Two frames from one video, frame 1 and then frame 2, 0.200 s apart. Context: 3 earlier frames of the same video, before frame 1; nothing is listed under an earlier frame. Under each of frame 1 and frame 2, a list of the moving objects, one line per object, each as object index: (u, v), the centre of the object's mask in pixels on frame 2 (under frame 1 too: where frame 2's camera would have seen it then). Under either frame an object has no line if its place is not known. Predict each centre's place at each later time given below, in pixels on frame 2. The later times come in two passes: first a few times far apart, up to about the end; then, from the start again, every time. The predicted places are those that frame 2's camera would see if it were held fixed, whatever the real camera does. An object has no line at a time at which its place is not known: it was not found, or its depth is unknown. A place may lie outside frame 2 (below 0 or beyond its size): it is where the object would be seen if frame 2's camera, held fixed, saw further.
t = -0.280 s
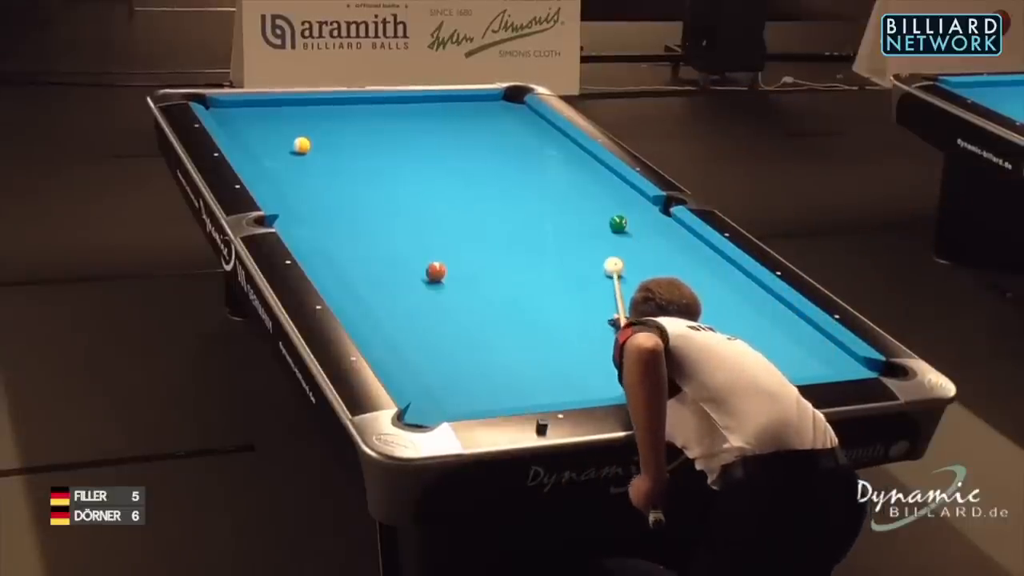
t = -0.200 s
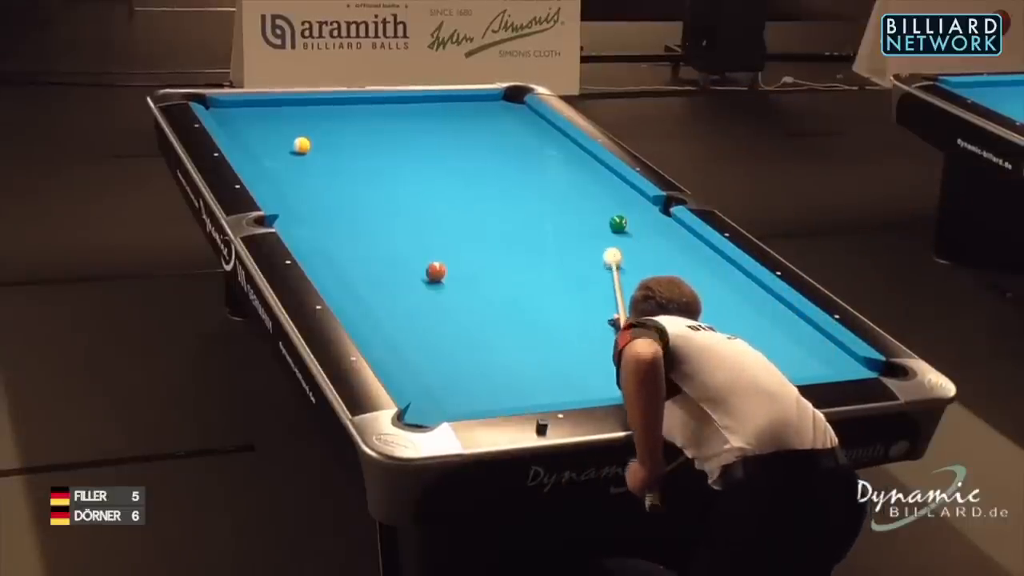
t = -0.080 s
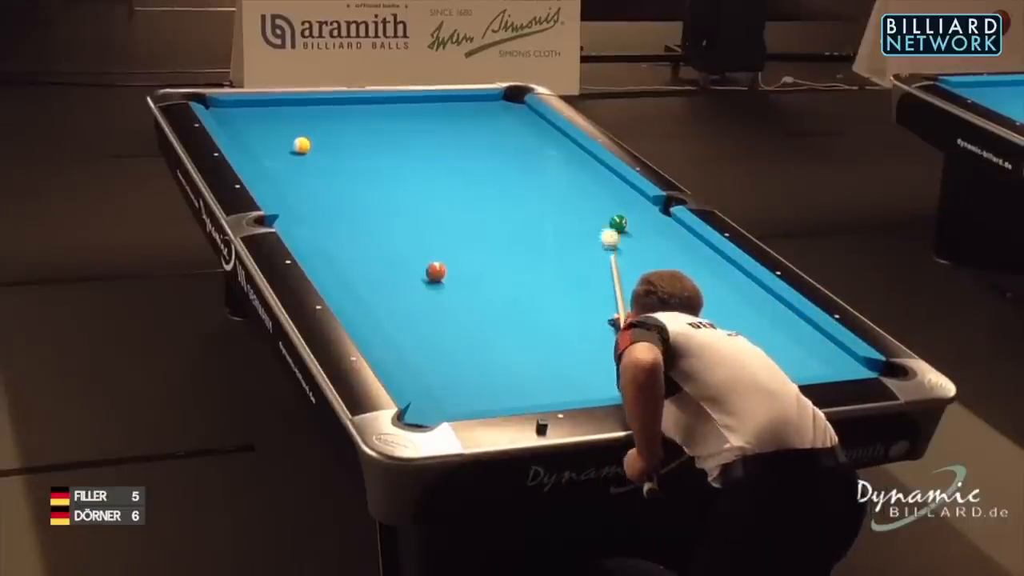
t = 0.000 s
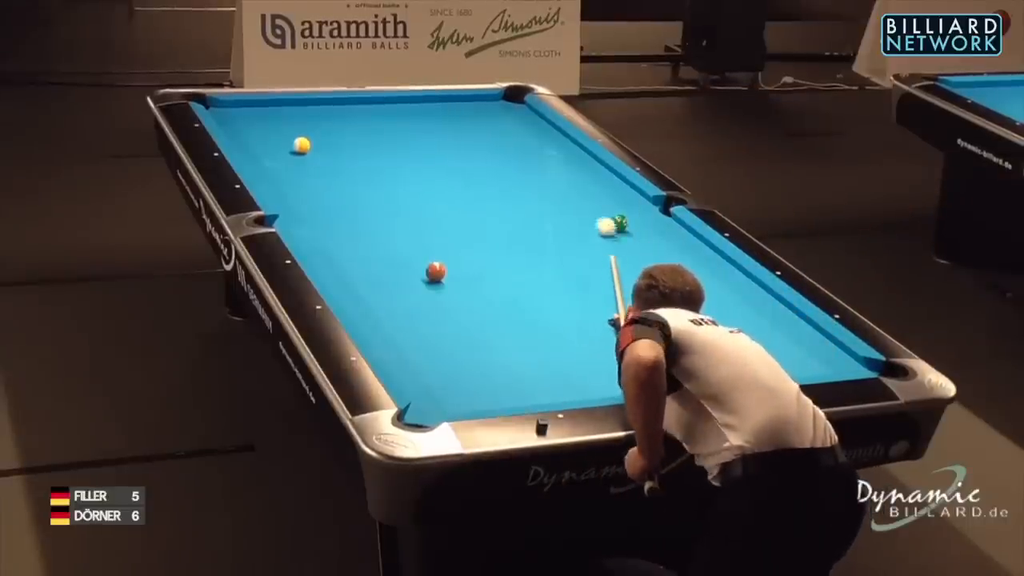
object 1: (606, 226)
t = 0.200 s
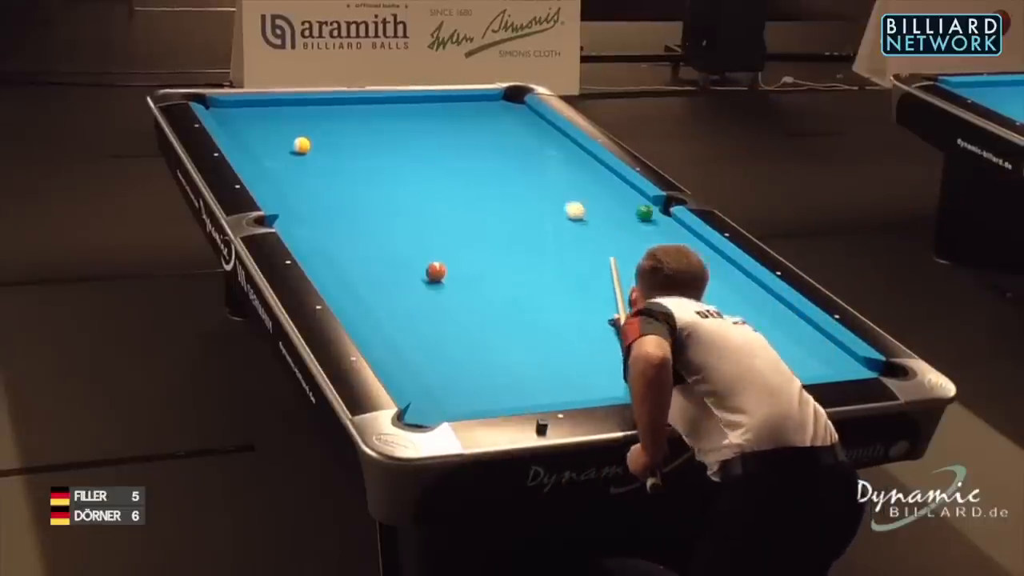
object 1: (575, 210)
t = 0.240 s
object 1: (569, 207)
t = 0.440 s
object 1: (542, 191)
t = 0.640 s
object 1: (517, 176)
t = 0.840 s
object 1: (493, 162)
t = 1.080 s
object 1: (467, 146)
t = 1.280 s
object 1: (447, 134)
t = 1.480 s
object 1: (428, 122)
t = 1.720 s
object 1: (406, 109)
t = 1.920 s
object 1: (390, 100)
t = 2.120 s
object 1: (393, 106)
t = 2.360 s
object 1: (396, 114)
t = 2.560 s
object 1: (398, 120)
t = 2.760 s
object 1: (401, 126)
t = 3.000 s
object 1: (404, 134)
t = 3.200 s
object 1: (407, 139)
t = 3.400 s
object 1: (409, 145)
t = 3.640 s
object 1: (411, 151)
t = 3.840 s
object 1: (413, 156)
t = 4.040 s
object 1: (415, 161)
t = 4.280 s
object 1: (417, 167)
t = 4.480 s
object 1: (418, 170)
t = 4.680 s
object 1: (420, 174)
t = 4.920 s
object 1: (421, 179)
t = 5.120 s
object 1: (422, 182)
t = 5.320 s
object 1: (424, 185)
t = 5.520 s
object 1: (425, 188)
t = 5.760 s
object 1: (426, 190)
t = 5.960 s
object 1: (427, 192)
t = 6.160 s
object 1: (428, 194)
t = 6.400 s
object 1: (428, 195)
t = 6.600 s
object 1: (429, 196)
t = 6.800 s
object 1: (430, 197)
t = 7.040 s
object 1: (430, 197)
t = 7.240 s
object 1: (430, 197)
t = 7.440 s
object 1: (430, 197)
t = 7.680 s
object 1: (430, 197)
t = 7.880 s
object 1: (430, 197)
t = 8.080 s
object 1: (430, 197)
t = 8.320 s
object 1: (430, 197)
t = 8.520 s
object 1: (430, 197)
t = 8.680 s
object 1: (430, 197)
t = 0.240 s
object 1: (569, 207)
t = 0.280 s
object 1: (564, 204)
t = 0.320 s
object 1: (558, 200)
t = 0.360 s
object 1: (552, 197)
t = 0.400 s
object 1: (547, 194)
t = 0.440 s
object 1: (542, 191)
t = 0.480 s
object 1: (537, 188)
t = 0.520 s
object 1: (532, 185)
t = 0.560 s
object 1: (526, 181)
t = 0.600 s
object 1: (522, 179)
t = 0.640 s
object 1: (517, 176)
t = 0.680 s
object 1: (512, 173)
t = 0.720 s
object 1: (507, 170)
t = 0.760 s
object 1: (503, 167)
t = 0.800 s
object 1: (498, 164)
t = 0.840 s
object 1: (493, 162)
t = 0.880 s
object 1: (489, 159)
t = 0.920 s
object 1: (484, 156)
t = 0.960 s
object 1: (480, 154)
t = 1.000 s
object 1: (476, 151)
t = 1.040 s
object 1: (471, 148)
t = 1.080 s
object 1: (467, 146)
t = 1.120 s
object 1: (463, 143)
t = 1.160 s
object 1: (459, 141)
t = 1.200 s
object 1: (455, 139)
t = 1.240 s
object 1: (451, 136)
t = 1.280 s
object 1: (447, 134)
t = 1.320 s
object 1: (443, 132)
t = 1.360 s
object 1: (439, 129)
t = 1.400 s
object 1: (435, 127)
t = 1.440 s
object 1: (431, 124)
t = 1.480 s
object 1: (428, 122)
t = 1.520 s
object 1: (424, 120)
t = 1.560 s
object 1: (420, 118)
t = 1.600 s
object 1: (416, 116)
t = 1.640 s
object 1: (413, 114)
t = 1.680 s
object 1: (409, 111)
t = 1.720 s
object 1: (406, 109)
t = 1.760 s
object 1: (402, 107)
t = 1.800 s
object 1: (399, 105)
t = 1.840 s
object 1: (396, 104)
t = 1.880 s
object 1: (392, 101)
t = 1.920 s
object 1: (390, 100)
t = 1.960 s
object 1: (390, 101)
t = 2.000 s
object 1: (391, 102)
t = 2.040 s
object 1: (391, 103)
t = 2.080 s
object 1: (392, 105)
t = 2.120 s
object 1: (393, 106)
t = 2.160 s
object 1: (393, 107)
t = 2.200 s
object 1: (393, 109)
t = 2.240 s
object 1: (394, 110)
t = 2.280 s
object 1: (394, 111)
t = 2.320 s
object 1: (395, 112)
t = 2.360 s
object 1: (396, 114)
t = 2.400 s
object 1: (396, 114)
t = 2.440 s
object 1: (397, 116)
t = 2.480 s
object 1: (397, 118)
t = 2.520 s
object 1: (398, 119)
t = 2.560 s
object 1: (398, 120)
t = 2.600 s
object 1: (399, 121)
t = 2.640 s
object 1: (399, 122)
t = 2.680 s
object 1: (400, 124)
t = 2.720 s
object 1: (401, 125)
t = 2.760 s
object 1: (401, 126)
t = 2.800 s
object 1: (401, 127)
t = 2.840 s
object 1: (402, 129)
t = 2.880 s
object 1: (402, 130)
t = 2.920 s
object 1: (403, 131)
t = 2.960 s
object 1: (404, 132)
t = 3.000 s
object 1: (404, 134)
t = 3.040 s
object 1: (405, 135)
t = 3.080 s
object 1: (405, 136)
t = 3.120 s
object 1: (406, 137)
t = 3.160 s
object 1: (406, 138)
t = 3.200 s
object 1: (407, 139)
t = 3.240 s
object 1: (407, 140)
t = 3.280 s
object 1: (408, 141)
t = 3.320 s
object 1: (408, 142)
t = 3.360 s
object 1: (408, 144)
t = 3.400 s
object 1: (409, 145)
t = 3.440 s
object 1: (409, 146)
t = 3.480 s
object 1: (410, 147)
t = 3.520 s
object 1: (410, 148)
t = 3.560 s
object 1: (410, 149)
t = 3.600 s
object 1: (411, 150)
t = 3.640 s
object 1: (411, 151)
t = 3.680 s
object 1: (412, 152)
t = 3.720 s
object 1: (412, 153)
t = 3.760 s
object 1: (412, 154)
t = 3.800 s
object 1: (413, 156)
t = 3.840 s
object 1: (413, 156)
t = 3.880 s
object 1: (413, 157)
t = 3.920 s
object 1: (414, 158)
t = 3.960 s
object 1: (414, 159)
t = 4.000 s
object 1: (414, 160)
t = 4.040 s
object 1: (415, 161)
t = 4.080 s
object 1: (415, 162)
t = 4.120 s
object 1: (415, 163)
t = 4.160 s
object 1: (416, 164)
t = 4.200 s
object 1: (416, 165)
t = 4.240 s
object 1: (417, 166)
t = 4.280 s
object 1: (417, 167)
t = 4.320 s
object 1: (417, 167)
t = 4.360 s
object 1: (417, 168)
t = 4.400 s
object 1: (418, 169)
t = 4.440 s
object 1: (418, 170)
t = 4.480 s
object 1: (418, 170)
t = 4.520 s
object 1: (419, 171)
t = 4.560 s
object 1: (419, 172)
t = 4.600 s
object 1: (419, 173)
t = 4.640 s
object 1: (420, 174)
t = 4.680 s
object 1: (420, 174)
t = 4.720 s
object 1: (420, 175)
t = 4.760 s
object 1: (420, 176)
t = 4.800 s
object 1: (421, 176)
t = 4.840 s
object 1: (421, 177)
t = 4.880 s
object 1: (421, 178)
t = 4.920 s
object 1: (421, 179)
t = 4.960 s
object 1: (421, 179)
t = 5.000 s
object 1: (422, 180)
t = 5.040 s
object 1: (422, 180)
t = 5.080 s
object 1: (422, 182)
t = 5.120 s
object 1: (422, 182)
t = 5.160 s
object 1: (423, 182)
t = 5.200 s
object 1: (423, 183)
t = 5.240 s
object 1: (423, 184)
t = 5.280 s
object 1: (424, 184)
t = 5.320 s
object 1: (424, 185)
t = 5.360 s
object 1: (424, 185)
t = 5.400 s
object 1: (424, 186)
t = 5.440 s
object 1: (425, 186)
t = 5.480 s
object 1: (425, 187)
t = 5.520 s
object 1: (425, 188)
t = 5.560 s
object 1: (425, 188)
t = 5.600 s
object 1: (425, 189)
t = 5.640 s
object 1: (425, 189)
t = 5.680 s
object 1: (425, 189)
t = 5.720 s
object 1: (426, 190)
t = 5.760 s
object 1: (426, 190)
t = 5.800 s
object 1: (426, 191)
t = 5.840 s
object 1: (426, 191)
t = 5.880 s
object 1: (426, 191)
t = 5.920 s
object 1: (426, 192)
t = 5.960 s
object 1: (427, 192)
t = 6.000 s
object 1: (427, 192)
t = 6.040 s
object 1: (427, 193)
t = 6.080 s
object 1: (427, 193)
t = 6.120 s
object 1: (427, 193)
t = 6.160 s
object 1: (428, 194)
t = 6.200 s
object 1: (428, 194)
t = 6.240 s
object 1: (428, 194)
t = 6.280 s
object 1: (428, 194)
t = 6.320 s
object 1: (428, 195)
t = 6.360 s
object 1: (428, 195)
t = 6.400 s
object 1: (428, 195)
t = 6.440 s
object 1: (429, 195)
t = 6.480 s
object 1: (429, 195)
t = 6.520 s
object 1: (429, 195)
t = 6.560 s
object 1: (429, 196)
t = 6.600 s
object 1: (429, 196)
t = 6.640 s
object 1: (429, 196)
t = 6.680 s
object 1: (429, 196)
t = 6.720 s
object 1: (430, 196)
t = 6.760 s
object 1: (430, 196)
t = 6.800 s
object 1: (430, 197)
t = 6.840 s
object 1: (430, 197)
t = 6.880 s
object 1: (430, 197)
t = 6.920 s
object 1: (430, 196)
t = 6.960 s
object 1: (430, 197)
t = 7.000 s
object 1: (430, 197)
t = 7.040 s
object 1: (430, 197)
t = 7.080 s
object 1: (430, 197)
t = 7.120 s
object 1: (430, 197)
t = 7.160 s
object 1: (430, 197)
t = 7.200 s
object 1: (430, 197)
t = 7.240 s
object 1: (430, 197)
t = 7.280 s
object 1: (430, 197)
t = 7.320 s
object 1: (430, 197)
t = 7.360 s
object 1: (430, 197)
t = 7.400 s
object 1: (430, 197)
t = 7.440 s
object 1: (430, 197)
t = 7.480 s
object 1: (430, 197)
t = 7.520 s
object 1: (430, 197)
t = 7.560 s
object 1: (430, 197)
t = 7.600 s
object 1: (430, 197)
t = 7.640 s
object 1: (430, 197)
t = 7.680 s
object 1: (430, 197)
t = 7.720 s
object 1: (430, 197)
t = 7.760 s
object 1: (430, 197)
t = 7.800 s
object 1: (430, 197)
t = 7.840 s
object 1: (430, 197)
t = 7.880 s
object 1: (430, 197)
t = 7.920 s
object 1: (430, 197)
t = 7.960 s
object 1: (430, 197)
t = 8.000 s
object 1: (430, 197)
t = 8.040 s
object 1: (430, 197)
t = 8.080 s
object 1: (430, 197)
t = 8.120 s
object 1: (430, 197)
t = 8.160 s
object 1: (430, 197)
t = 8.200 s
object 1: (430, 197)
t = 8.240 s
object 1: (430, 197)
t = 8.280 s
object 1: (430, 197)
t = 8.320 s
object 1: (430, 197)
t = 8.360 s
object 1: (430, 197)
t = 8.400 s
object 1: (430, 197)
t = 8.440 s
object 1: (430, 197)
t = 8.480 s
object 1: (430, 197)
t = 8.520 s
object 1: (430, 197)
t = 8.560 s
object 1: (430, 197)
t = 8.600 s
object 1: (430, 197)
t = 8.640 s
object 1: (430, 197)
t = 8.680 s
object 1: (430, 197)
